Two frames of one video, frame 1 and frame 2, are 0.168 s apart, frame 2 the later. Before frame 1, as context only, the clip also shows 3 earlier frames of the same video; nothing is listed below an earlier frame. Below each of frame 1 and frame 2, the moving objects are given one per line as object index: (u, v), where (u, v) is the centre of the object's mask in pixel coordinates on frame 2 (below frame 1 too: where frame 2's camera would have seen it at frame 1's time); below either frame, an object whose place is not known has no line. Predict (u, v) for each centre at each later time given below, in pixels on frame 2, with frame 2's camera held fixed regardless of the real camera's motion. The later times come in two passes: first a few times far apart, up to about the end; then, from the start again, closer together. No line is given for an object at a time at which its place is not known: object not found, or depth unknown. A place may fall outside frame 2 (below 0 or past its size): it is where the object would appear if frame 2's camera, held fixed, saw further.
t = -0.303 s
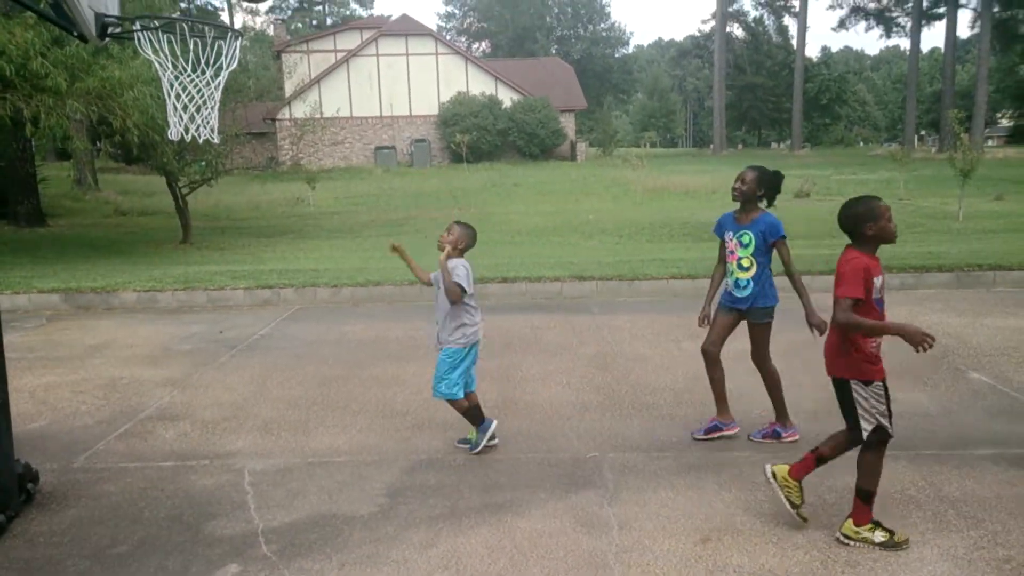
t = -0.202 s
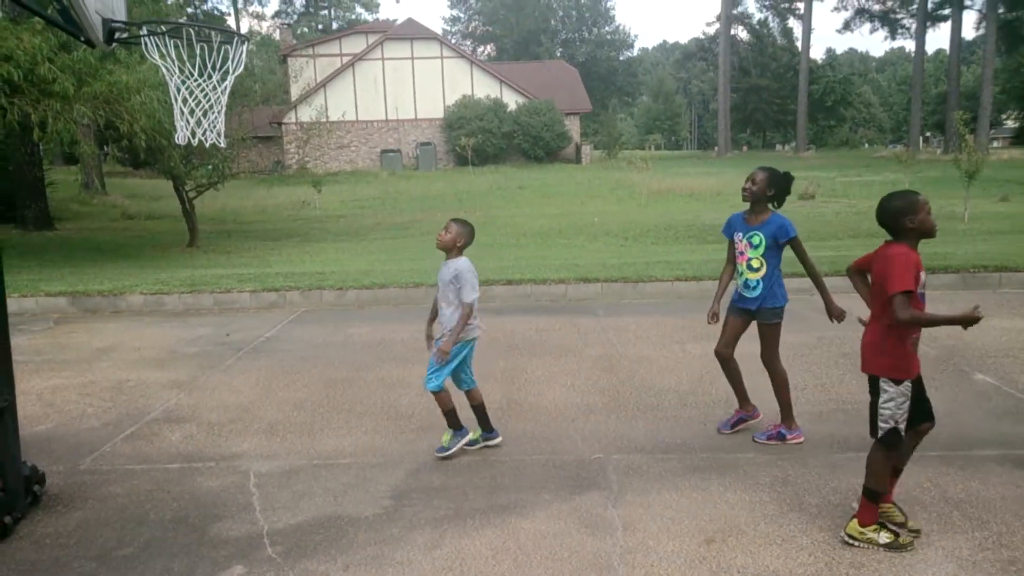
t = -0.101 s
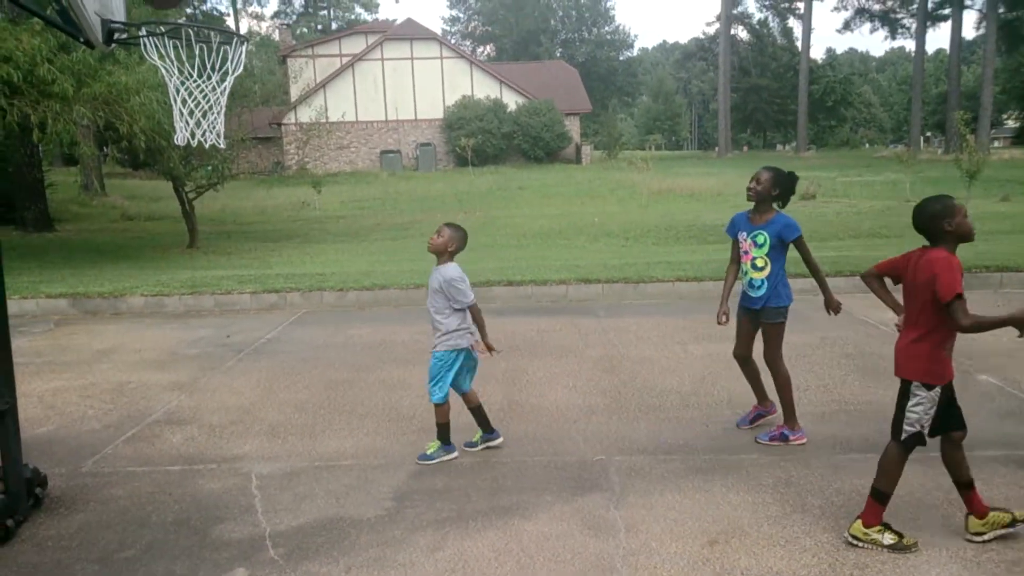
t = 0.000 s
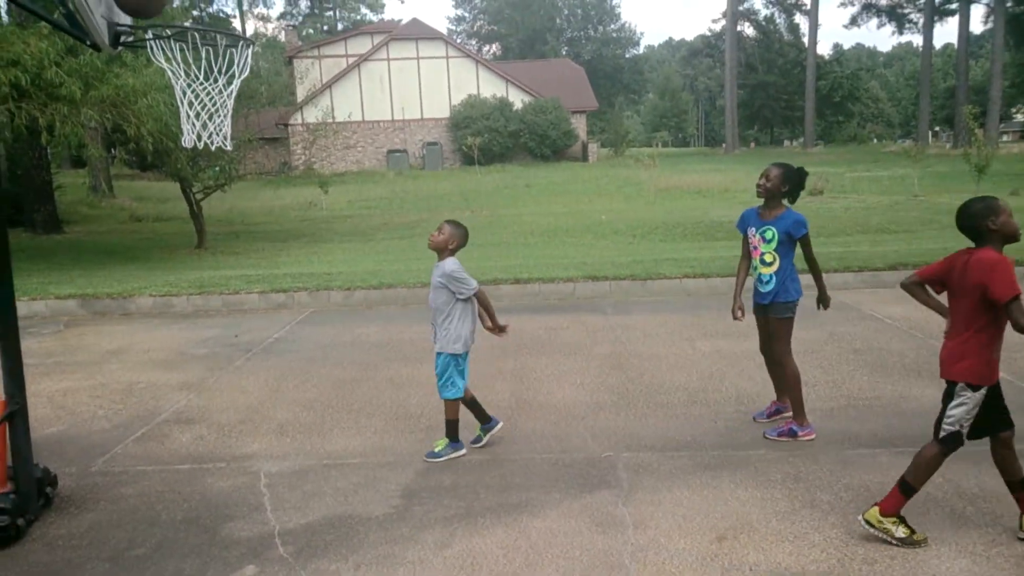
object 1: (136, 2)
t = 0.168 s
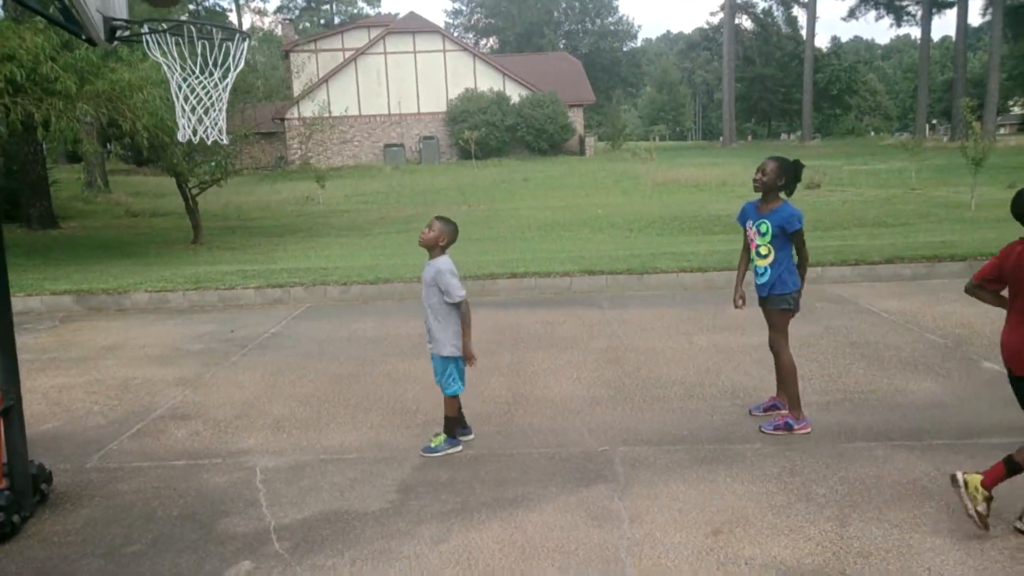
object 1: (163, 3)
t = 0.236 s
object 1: (173, 8)
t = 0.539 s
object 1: (229, 158)
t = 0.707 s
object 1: (254, 299)
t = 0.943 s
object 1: (267, 403)
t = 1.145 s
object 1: (228, 274)
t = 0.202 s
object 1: (167, 6)
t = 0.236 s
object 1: (173, 8)
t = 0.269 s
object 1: (178, 8)
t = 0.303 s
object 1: (187, 22)
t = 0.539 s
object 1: (229, 158)
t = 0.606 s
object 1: (239, 208)
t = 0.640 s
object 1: (243, 235)
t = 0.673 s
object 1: (248, 266)
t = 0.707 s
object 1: (254, 299)
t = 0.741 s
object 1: (260, 333)
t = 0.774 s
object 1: (267, 370)
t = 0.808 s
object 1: (274, 409)
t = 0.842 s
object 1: (281, 449)
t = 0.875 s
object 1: (281, 460)
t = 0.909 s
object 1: (274, 431)
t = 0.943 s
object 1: (267, 403)
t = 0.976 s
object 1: (261, 377)
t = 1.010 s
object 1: (255, 353)
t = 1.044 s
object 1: (249, 331)
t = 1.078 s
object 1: (241, 309)
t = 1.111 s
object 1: (234, 290)
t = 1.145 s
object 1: (228, 274)
